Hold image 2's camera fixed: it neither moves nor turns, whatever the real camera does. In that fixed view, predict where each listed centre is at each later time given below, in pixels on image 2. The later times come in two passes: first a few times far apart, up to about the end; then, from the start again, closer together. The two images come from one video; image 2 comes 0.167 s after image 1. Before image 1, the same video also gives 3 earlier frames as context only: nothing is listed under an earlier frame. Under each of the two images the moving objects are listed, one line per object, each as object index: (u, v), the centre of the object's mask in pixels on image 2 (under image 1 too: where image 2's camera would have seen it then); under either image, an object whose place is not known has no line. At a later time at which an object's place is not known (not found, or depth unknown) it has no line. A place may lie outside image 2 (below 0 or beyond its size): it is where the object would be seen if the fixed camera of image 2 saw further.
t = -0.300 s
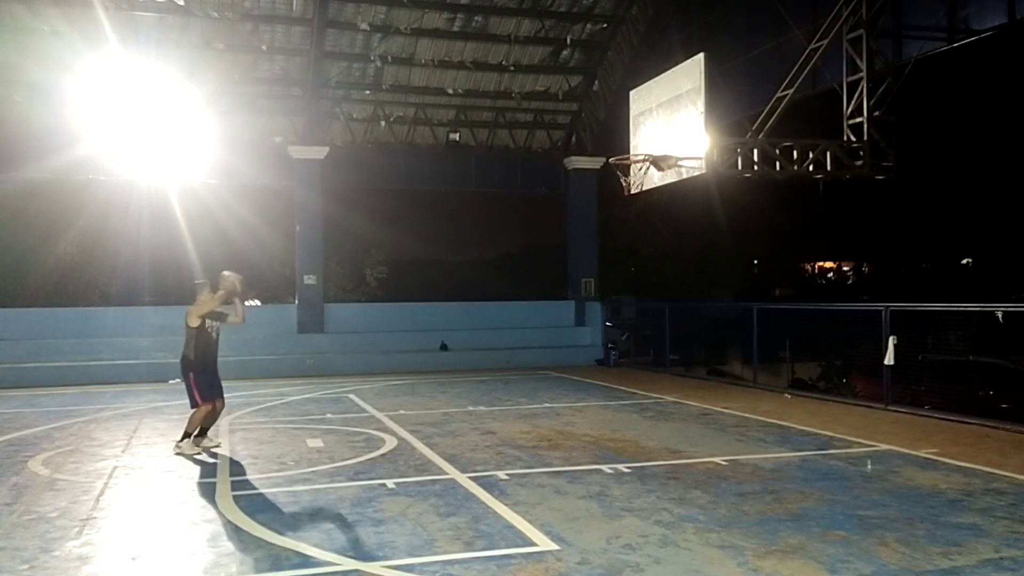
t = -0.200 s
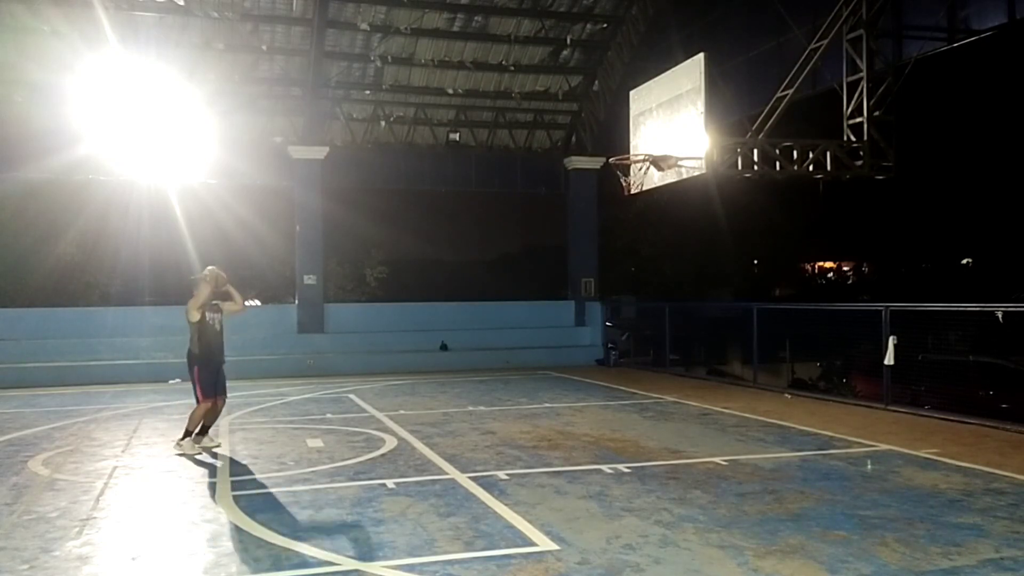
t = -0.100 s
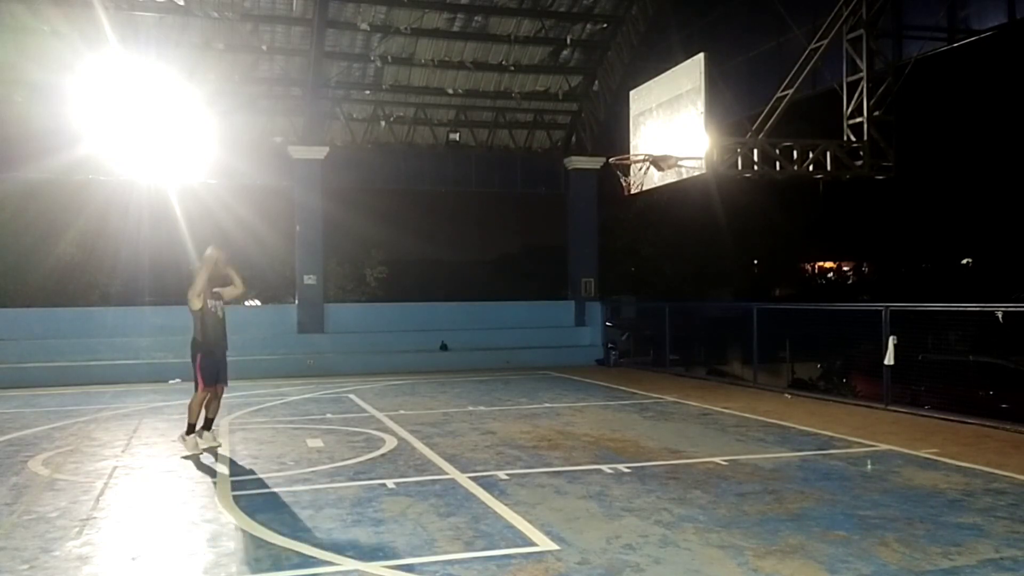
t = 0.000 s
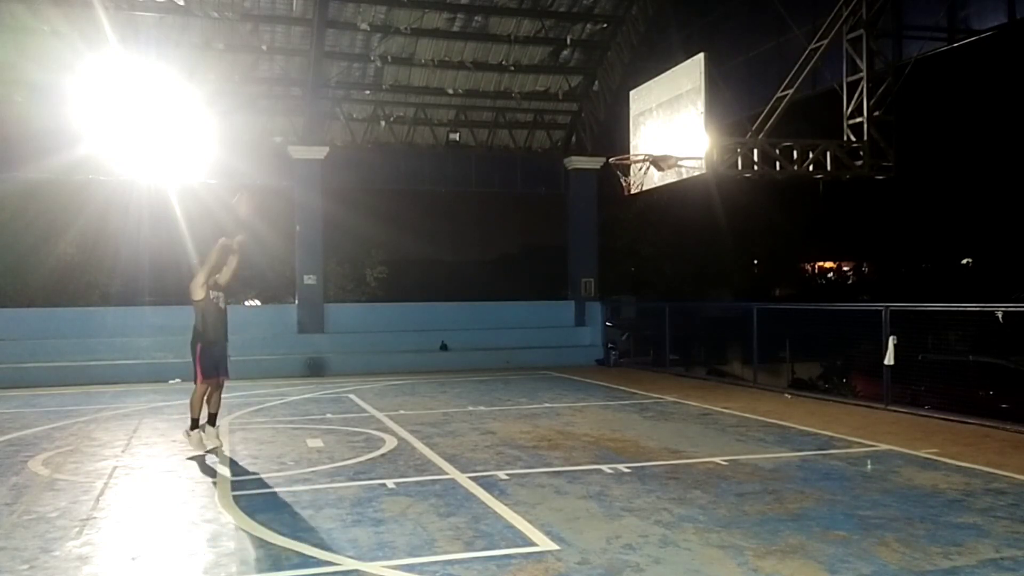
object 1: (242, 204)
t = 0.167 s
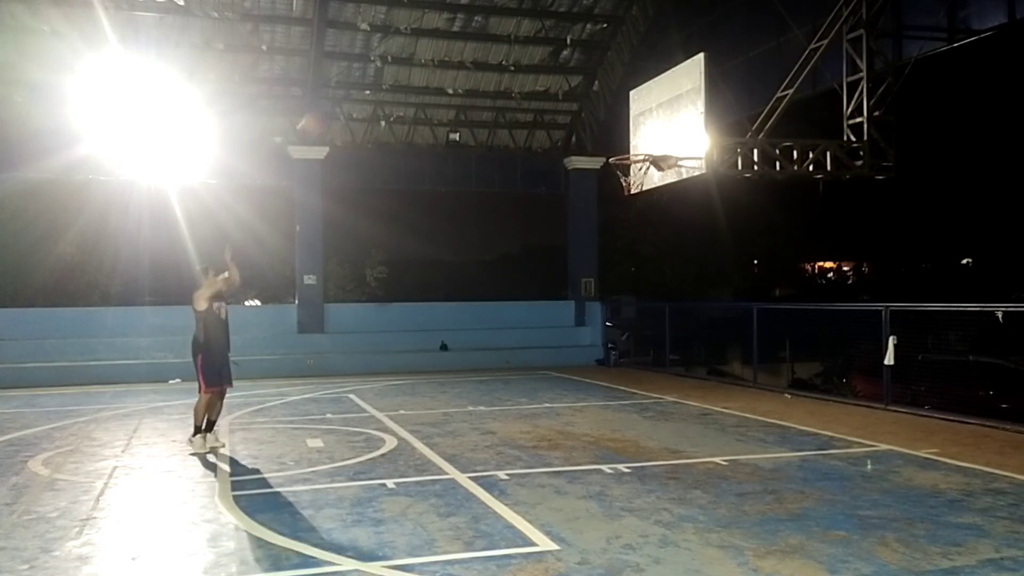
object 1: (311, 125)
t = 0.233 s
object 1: (337, 102)
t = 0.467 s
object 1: (425, 54)
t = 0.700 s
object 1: (509, 54)
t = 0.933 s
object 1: (590, 104)
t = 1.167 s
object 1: (638, 190)
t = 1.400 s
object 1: (635, 294)
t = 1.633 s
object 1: (631, 403)
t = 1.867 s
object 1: (602, 304)
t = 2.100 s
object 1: (572, 253)
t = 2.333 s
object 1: (540, 253)
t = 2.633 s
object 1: (499, 337)
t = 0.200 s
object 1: (326, 112)
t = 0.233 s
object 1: (337, 102)
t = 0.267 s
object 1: (351, 89)
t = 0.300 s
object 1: (364, 81)
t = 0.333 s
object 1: (376, 73)
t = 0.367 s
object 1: (388, 67)
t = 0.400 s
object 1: (400, 61)
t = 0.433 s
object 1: (413, 57)
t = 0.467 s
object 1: (425, 54)
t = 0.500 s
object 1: (438, 50)
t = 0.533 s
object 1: (451, 48)
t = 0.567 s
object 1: (462, 48)
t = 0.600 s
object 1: (474, 47)
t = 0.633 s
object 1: (485, 48)
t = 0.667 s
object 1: (497, 51)
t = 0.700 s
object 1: (509, 54)
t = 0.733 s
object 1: (521, 58)
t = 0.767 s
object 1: (532, 64)
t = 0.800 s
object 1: (544, 70)
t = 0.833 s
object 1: (555, 77)
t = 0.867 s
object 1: (566, 86)
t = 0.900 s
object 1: (578, 95)
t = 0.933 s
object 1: (590, 104)
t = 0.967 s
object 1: (600, 115)
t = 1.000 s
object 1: (611, 127)
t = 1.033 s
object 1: (620, 140)
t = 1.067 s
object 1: (630, 150)
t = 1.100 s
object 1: (638, 168)
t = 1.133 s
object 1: (639, 179)
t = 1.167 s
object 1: (638, 190)
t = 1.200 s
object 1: (637, 201)
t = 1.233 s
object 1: (637, 213)
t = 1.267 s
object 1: (636, 227)
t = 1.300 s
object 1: (636, 242)
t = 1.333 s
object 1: (635, 258)
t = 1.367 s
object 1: (635, 276)
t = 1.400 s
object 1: (635, 294)
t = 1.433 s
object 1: (635, 314)
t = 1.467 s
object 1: (635, 335)
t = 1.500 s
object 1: (635, 356)
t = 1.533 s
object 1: (635, 378)
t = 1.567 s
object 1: (636, 405)
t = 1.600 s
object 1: (636, 421)
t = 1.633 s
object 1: (631, 403)
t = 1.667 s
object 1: (626, 385)
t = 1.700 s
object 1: (622, 369)
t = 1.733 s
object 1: (618, 354)
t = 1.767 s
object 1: (614, 341)
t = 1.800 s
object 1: (610, 328)
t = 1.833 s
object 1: (606, 314)
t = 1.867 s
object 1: (602, 304)
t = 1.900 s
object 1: (597, 294)
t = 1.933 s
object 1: (593, 285)
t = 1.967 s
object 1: (589, 276)
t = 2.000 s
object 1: (585, 269)
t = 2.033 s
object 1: (580, 263)
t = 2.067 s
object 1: (576, 257)
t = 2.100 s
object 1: (572, 253)
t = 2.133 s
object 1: (568, 250)
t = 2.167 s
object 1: (563, 247)
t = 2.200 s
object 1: (559, 246)
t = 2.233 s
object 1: (554, 246)
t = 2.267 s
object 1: (550, 247)
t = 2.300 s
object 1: (545, 249)
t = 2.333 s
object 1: (540, 253)
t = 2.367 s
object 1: (536, 258)
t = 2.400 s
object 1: (531, 264)
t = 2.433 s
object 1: (527, 270)
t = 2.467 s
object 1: (522, 278)
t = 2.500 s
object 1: (518, 287)
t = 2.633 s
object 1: (499, 337)
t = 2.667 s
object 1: (493, 353)
